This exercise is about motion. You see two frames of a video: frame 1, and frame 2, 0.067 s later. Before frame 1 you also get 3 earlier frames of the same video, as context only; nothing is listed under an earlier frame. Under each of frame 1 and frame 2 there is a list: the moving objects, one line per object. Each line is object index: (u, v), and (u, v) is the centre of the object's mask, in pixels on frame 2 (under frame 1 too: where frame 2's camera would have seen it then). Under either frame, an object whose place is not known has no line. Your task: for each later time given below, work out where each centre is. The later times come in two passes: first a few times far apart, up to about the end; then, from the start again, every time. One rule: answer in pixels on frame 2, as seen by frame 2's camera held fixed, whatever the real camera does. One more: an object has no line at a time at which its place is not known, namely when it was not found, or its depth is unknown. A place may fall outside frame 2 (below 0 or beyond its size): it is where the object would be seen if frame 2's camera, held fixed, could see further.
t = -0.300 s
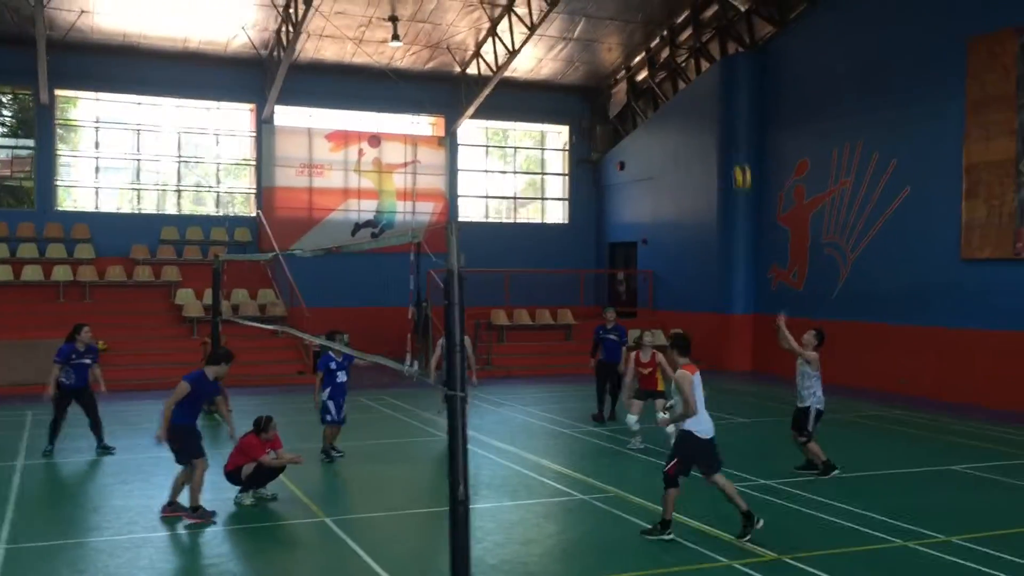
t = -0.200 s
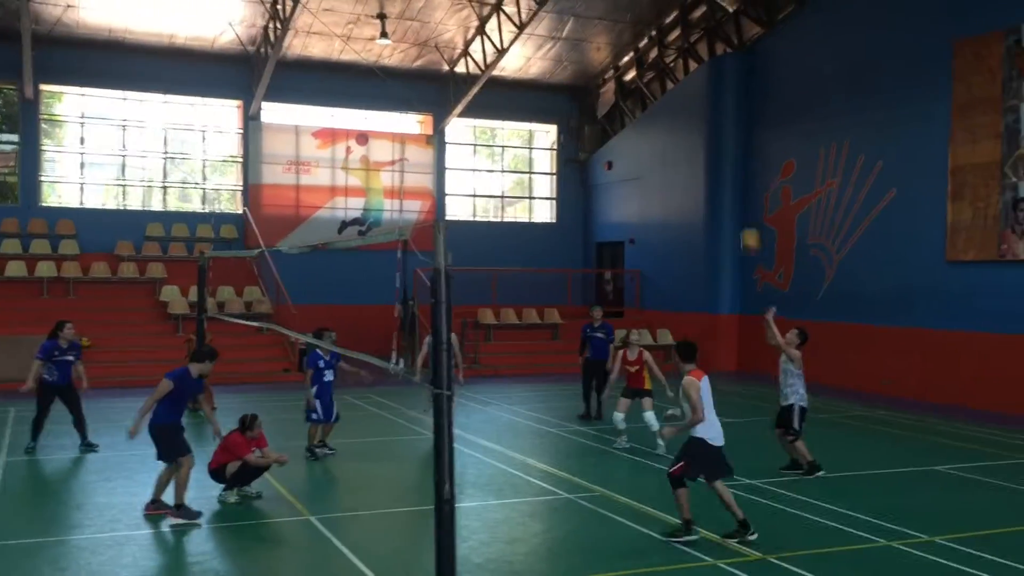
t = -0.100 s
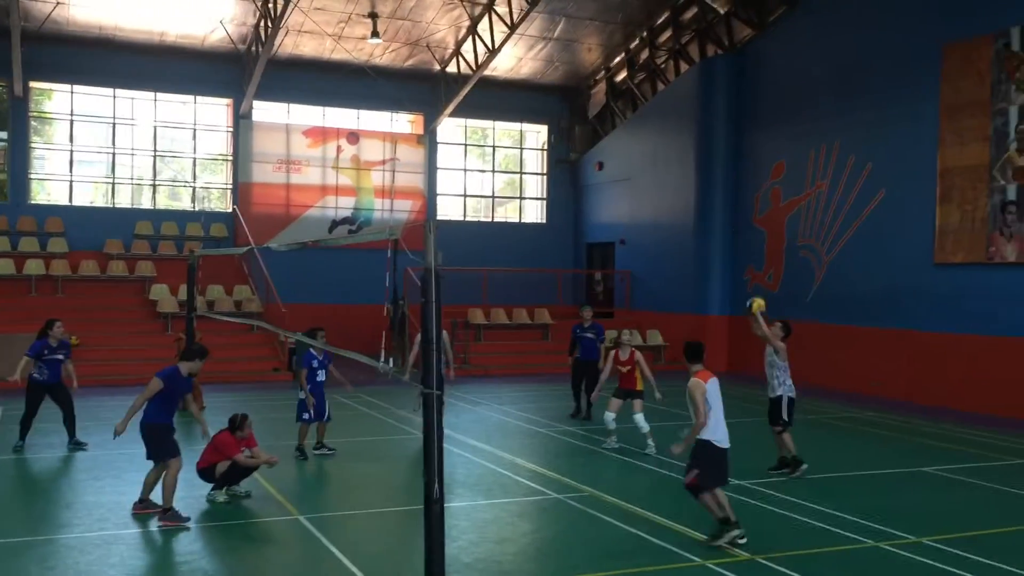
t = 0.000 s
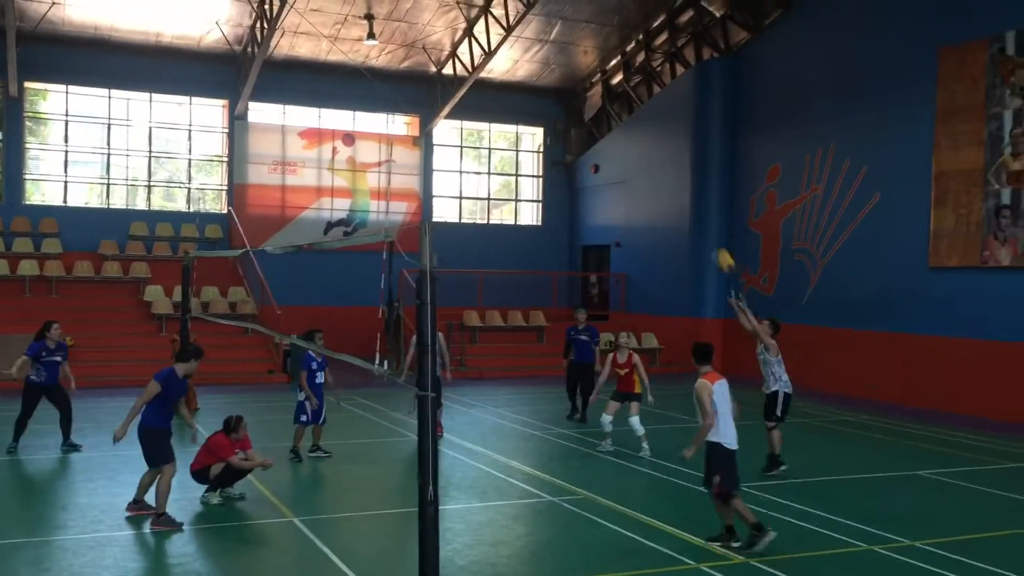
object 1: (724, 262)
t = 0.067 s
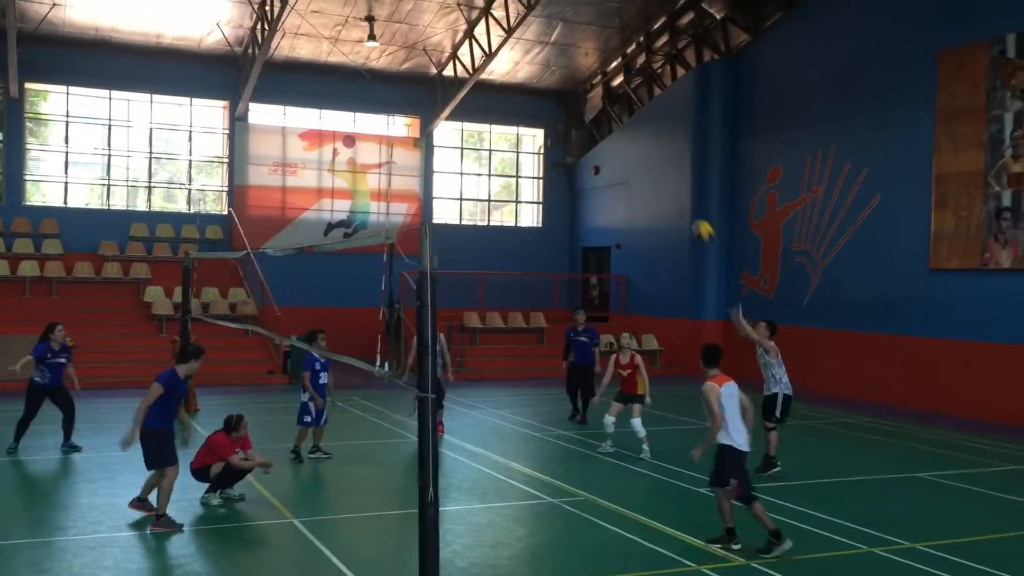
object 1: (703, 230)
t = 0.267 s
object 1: (643, 159)
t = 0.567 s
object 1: (557, 117)
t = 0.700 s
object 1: (521, 122)
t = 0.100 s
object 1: (692, 216)
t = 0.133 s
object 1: (683, 203)
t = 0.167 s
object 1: (672, 191)
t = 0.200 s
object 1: (662, 179)
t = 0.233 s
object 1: (653, 169)
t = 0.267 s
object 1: (643, 159)
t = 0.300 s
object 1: (633, 150)
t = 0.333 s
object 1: (623, 143)
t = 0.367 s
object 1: (613, 136)
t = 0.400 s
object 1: (603, 130)
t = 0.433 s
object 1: (594, 126)
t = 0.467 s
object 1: (585, 123)
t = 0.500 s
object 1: (576, 120)
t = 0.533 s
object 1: (567, 118)
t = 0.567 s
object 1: (557, 117)
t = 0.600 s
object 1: (549, 117)
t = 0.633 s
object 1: (540, 118)
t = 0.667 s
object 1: (530, 119)
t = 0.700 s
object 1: (521, 122)
